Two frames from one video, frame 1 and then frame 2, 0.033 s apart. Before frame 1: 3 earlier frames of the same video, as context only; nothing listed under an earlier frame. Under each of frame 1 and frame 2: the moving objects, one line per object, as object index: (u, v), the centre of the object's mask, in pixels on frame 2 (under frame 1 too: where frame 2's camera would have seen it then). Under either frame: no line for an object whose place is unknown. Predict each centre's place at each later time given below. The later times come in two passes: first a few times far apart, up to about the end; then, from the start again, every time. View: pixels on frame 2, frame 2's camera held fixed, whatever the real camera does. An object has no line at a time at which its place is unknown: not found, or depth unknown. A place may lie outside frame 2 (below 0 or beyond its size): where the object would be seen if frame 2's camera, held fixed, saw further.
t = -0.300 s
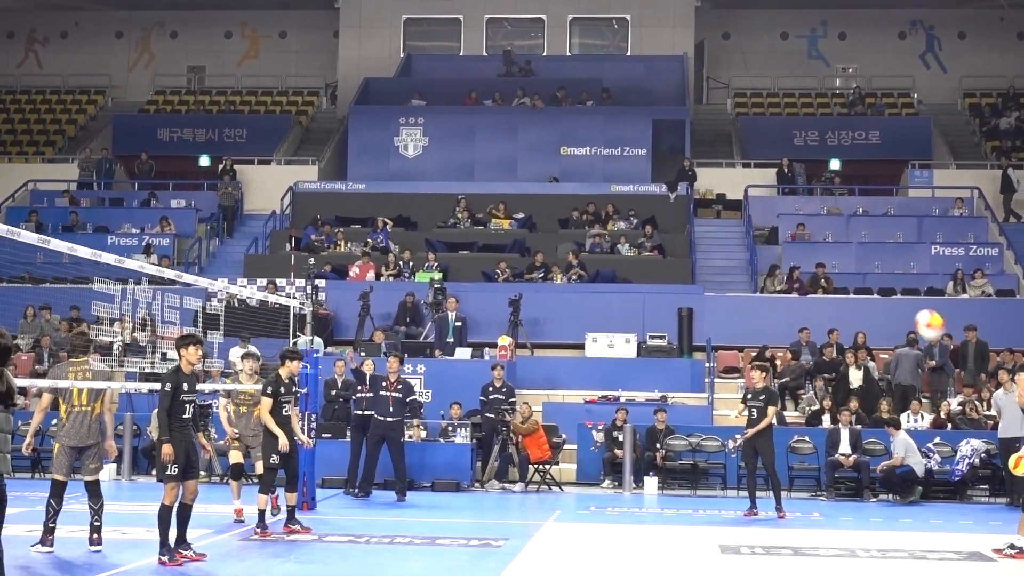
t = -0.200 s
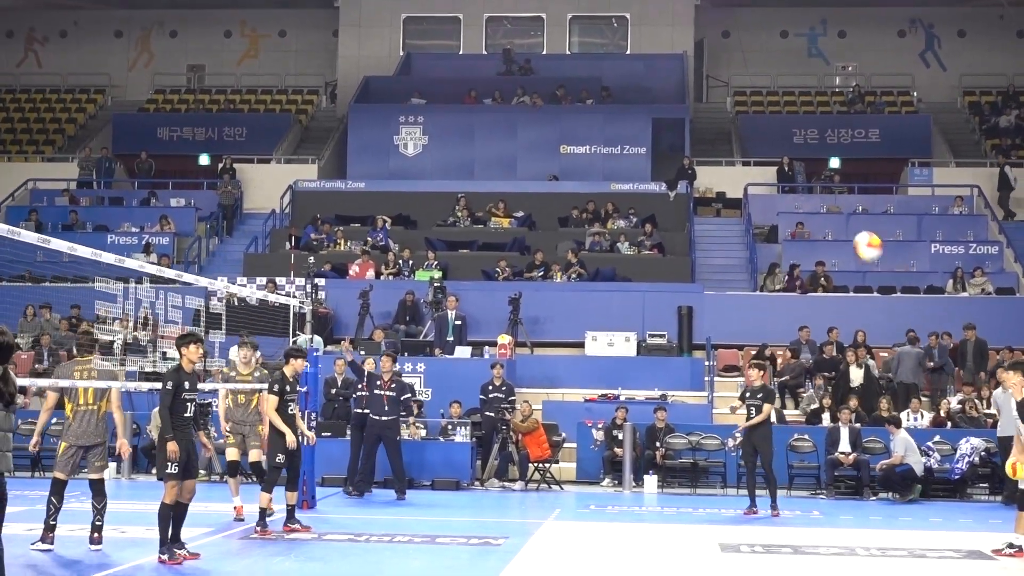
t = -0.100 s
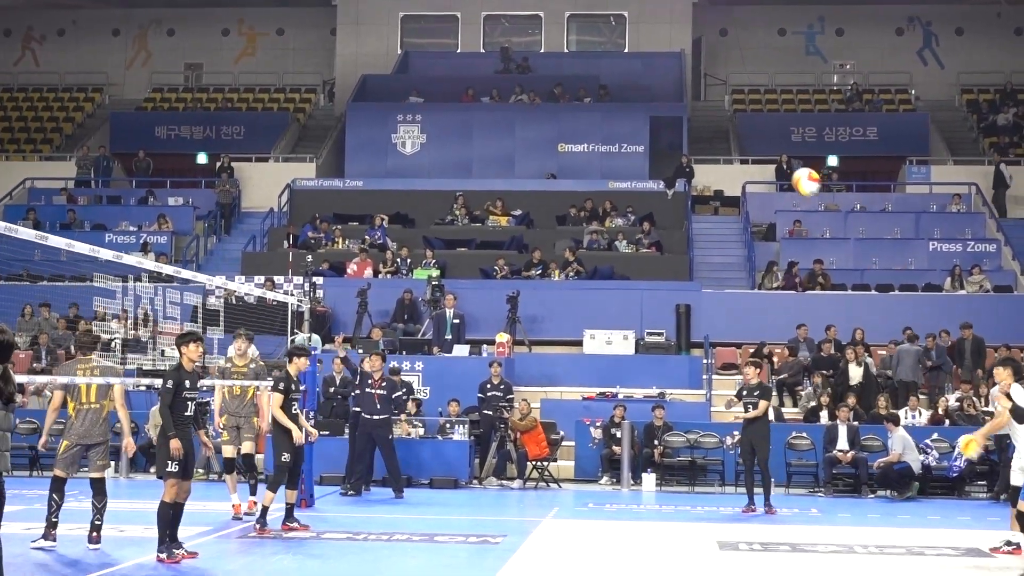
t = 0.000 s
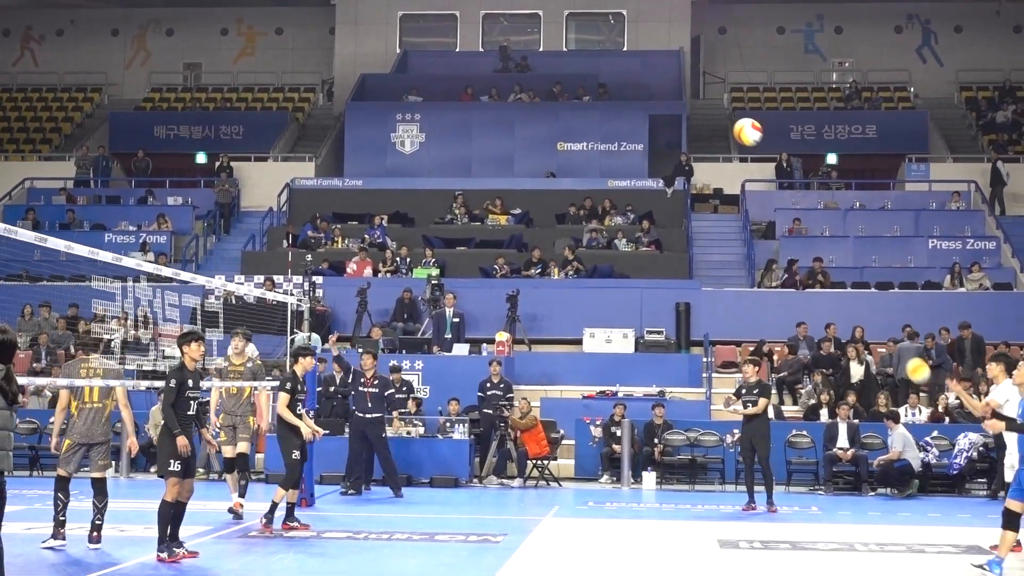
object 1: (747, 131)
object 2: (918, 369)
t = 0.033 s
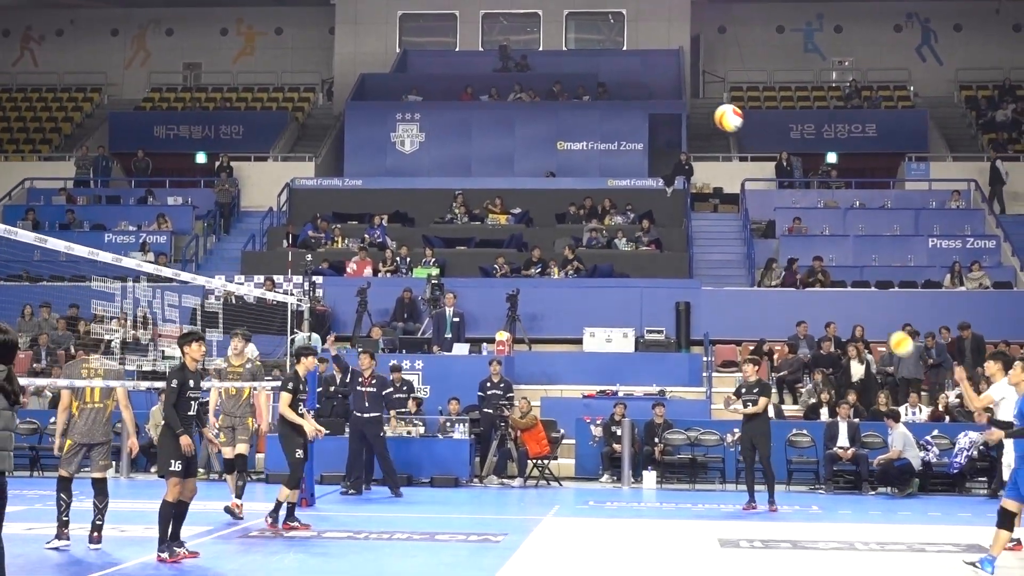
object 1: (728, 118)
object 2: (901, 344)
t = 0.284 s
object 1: (591, 67)
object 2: (782, 196)
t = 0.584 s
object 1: (436, 102)
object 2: (650, 112)
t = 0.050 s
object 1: (719, 112)
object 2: (893, 331)
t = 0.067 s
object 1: (709, 107)
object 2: (885, 319)
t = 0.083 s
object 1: (701, 102)
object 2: (877, 308)
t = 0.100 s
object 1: (691, 97)
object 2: (869, 296)
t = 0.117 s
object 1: (682, 92)
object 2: (861, 285)
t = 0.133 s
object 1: (673, 88)
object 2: (853, 275)
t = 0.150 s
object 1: (663, 84)
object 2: (844, 265)
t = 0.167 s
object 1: (654, 81)
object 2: (836, 255)
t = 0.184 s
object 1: (645, 78)
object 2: (829, 245)
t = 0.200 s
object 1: (636, 75)
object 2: (821, 236)
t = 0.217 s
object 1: (627, 73)
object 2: (813, 228)
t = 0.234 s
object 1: (618, 71)
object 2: (805, 219)
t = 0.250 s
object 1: (609, 69)
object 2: (797, 211)
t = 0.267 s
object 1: (600, 67)
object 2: (790, 204)
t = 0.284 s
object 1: (591, 67)
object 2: (782, 196)
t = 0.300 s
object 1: (582, 66)
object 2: (775, 189)
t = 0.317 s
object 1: (573, 65)
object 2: (767, 181)
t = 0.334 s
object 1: (565, 65)
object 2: (760, 174)
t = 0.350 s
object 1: (556, 65)
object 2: (752, 168)
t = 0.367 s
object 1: (547, 66)
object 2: (745, 162)
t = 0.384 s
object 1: (538, 67)
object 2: (738, 156)
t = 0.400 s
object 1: (529, 68)
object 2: (730, 151)
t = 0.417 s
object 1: (521, 69)
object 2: (722, 147)
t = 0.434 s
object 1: (512, 71)
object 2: (715, 142)
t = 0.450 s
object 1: (503, 74)
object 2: (708, 137)
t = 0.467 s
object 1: (495, 76)
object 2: (700, 133)
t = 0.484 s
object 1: (486, 79)
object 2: (693, 129)
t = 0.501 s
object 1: (478, 82)
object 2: (686, 126)
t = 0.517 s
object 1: (469, 86)
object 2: (679, 122)
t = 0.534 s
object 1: (461, 89)
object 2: (672, 119)
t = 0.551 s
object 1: (453, 93)
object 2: (665, 116)
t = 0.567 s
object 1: (444, 98)
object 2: (657, 114)
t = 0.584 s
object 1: (436, 102)
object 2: (650, 112)
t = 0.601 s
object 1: (428, 107)
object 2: (643, 110)
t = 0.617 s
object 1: (419, 112)
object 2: (636, 108)
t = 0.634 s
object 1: (411, 118)
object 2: (629, 107)
